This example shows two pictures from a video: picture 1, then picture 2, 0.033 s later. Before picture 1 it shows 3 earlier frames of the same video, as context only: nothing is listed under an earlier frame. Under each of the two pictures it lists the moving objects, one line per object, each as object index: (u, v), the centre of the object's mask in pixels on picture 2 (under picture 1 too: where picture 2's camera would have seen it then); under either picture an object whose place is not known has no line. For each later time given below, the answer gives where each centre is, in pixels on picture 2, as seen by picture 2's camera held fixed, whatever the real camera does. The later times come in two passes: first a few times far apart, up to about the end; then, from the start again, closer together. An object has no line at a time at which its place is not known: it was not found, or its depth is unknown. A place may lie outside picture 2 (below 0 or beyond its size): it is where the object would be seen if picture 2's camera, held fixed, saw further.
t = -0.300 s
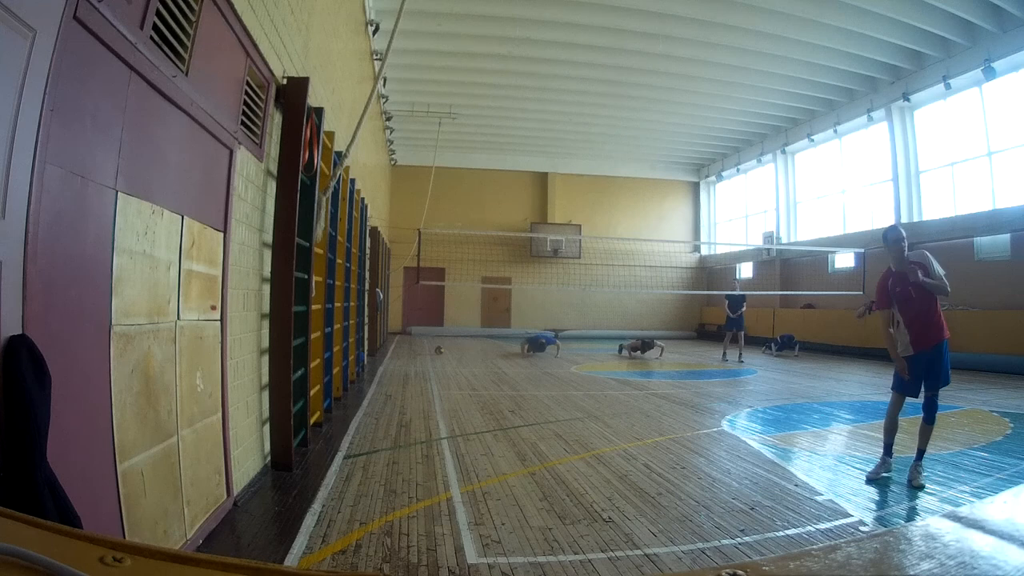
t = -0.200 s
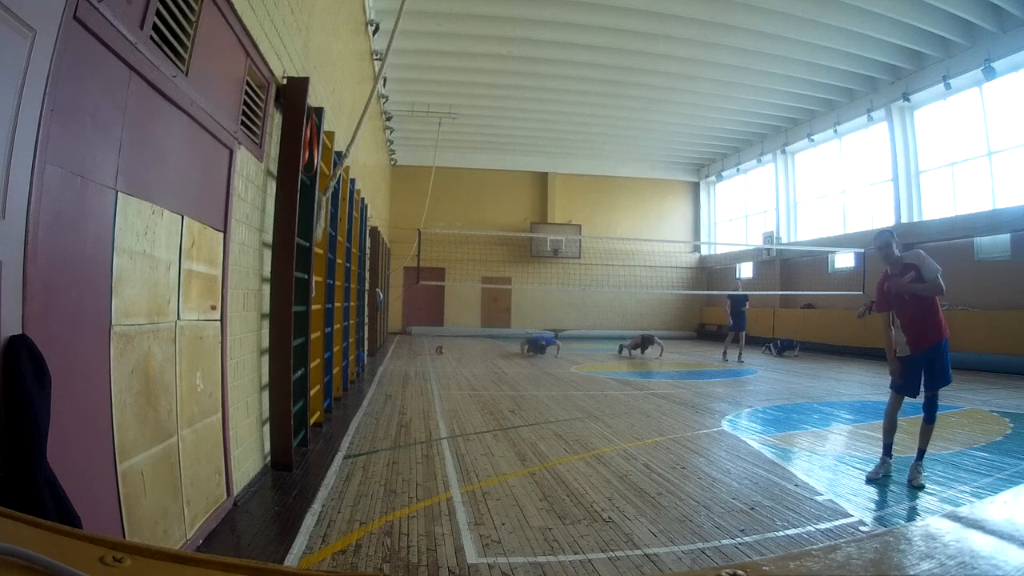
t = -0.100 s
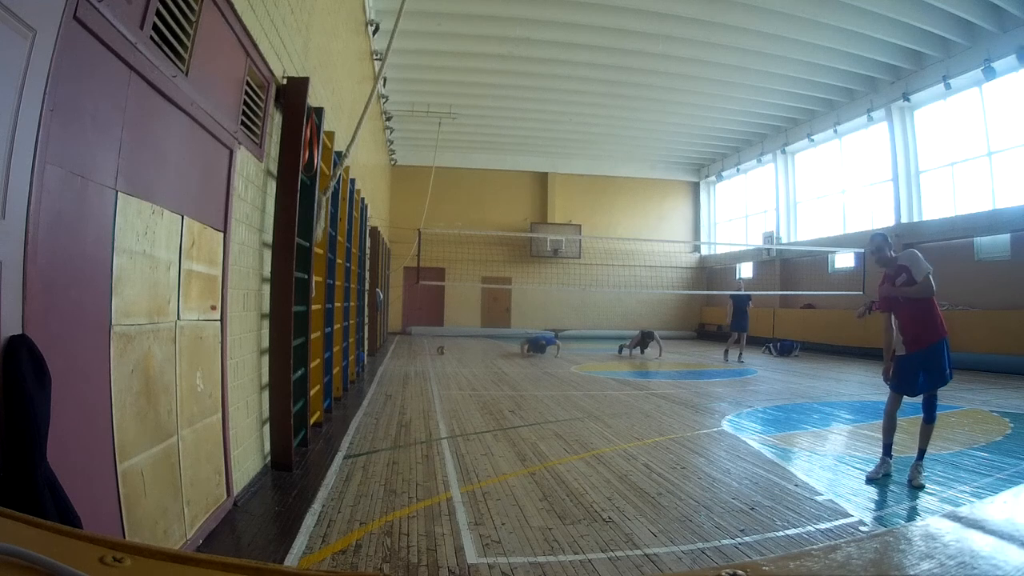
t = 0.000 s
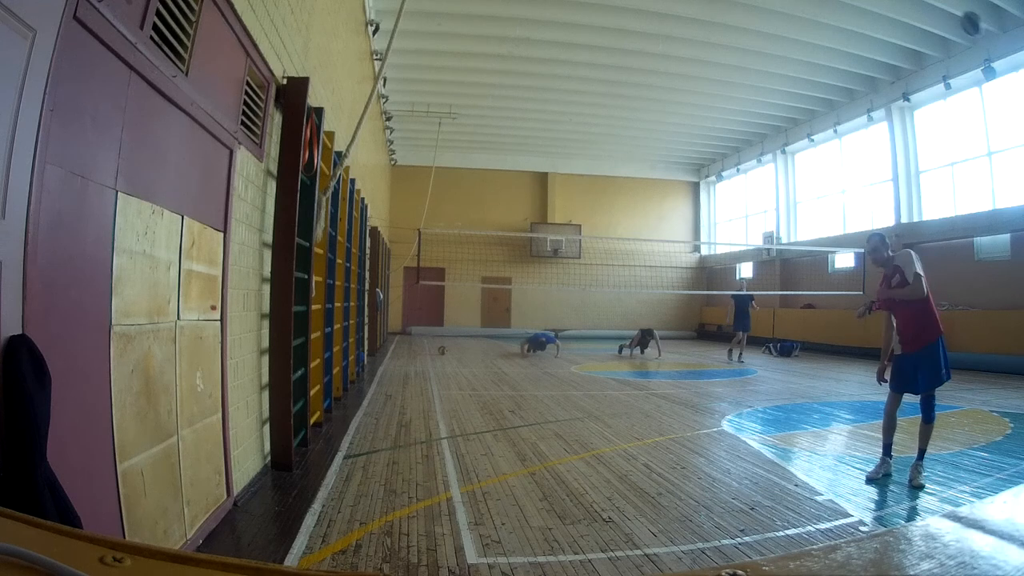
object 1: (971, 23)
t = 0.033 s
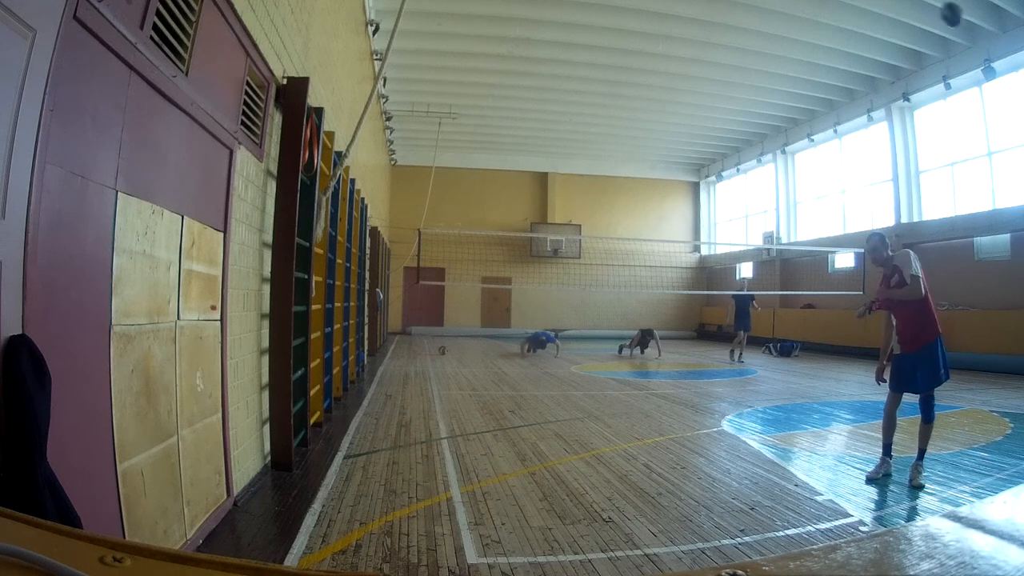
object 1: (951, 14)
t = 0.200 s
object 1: (844, 0)
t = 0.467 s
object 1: (620, 29)
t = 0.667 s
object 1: (417, 160)
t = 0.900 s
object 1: (292, 391)
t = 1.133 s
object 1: (455, 404)
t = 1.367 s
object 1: (615, 322)
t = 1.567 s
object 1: (730, 322)
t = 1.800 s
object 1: (832, 392)
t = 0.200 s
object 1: (844, 0)
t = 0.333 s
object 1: (740, 3)
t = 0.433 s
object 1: (653, 16)
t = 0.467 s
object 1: (620, 29)
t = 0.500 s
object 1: (589, 43)
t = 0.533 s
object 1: (554, 62)
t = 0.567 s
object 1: (521, 83)
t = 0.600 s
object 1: (487, 106)
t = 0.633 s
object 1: (451, 133)
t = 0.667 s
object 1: (417, 160)
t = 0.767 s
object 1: (317, 256)
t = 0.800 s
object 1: (285, 293)
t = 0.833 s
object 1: (253, 331)
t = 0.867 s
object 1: (271, 360)
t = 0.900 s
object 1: (292, 391)
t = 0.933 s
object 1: (318, 421)
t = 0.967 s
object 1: (344, 457)
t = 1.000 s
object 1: (367, 487)
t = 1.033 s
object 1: (390, 465)
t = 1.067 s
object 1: (412, 443)
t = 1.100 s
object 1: (433, 424)
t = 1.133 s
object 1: (455, 404)
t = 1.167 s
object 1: (479, 387)
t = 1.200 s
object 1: (503, 371)
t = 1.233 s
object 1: (527, 358)
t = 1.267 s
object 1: (549, 346)
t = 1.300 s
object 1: (571, 336)
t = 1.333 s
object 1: (591, 328)
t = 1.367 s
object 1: (615, 322)
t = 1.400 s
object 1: (634, 317)
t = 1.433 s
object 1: (653, 314)
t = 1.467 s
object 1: (674, 313)
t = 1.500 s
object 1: (693, 313)
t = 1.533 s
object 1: (715, 314)
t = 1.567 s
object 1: (730, 322)
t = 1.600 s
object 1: (747, 328)
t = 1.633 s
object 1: (767, 334)
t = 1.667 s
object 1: (780, 345)
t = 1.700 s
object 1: (793, 353)
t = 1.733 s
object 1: (806, 365)
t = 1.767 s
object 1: (818, 378)
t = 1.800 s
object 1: (832, 392)
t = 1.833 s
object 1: (843, 406)
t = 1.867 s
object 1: (854, 422)
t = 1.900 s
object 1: (863, 438)
